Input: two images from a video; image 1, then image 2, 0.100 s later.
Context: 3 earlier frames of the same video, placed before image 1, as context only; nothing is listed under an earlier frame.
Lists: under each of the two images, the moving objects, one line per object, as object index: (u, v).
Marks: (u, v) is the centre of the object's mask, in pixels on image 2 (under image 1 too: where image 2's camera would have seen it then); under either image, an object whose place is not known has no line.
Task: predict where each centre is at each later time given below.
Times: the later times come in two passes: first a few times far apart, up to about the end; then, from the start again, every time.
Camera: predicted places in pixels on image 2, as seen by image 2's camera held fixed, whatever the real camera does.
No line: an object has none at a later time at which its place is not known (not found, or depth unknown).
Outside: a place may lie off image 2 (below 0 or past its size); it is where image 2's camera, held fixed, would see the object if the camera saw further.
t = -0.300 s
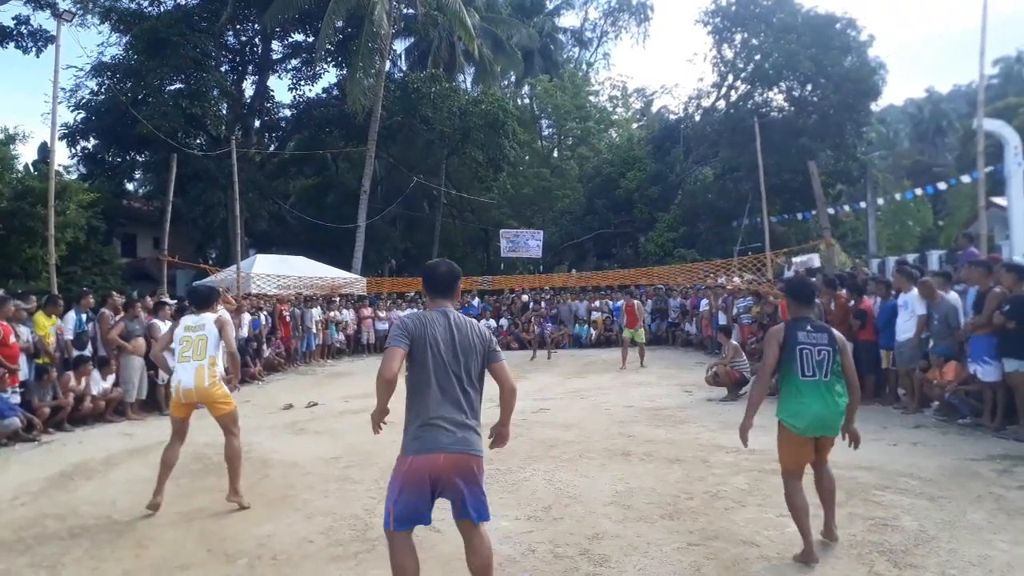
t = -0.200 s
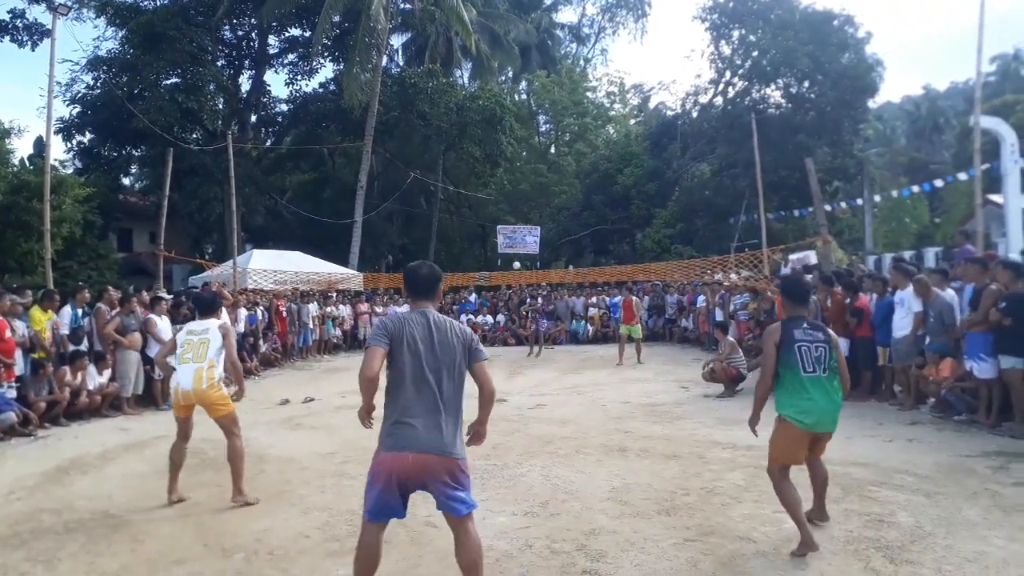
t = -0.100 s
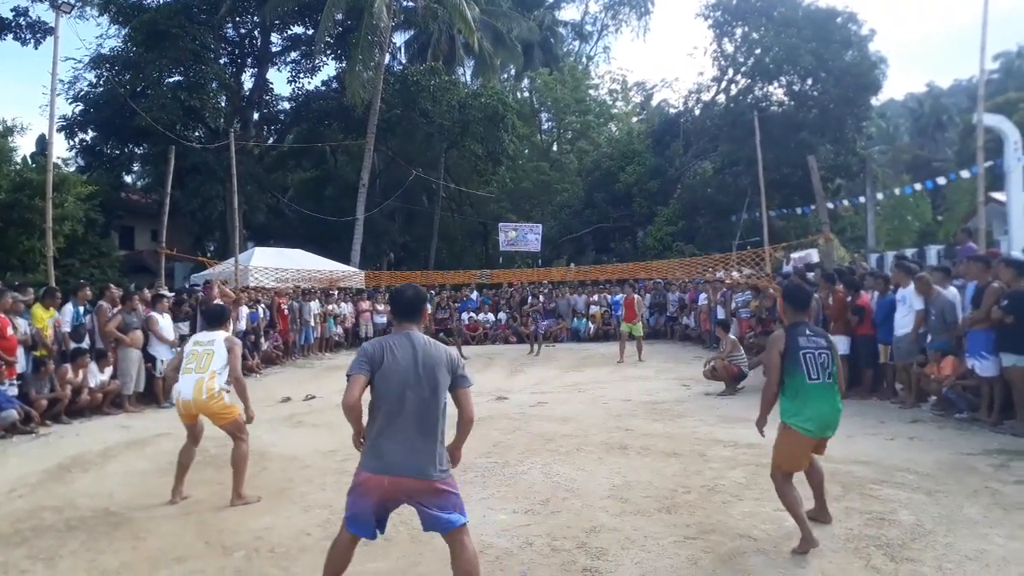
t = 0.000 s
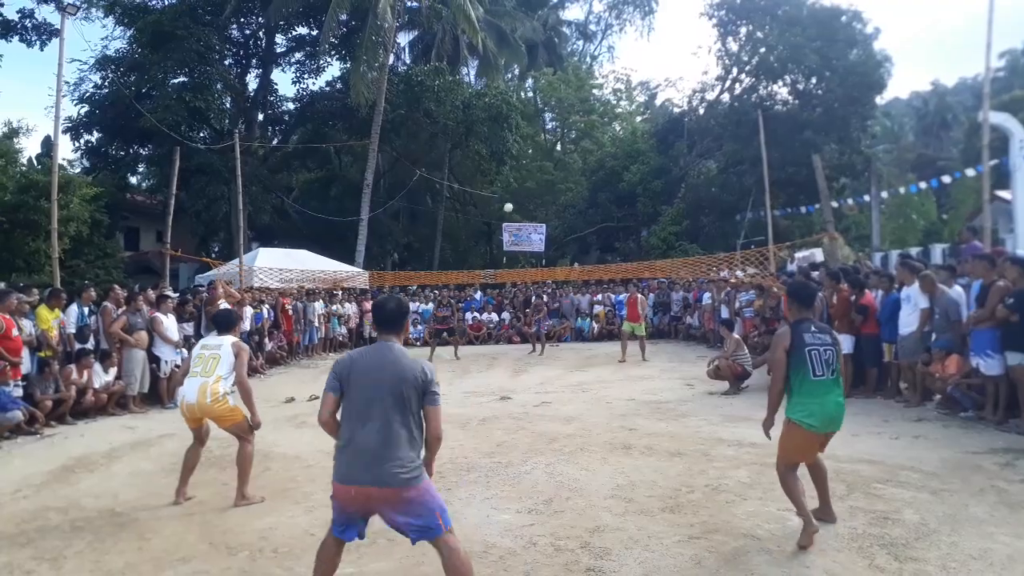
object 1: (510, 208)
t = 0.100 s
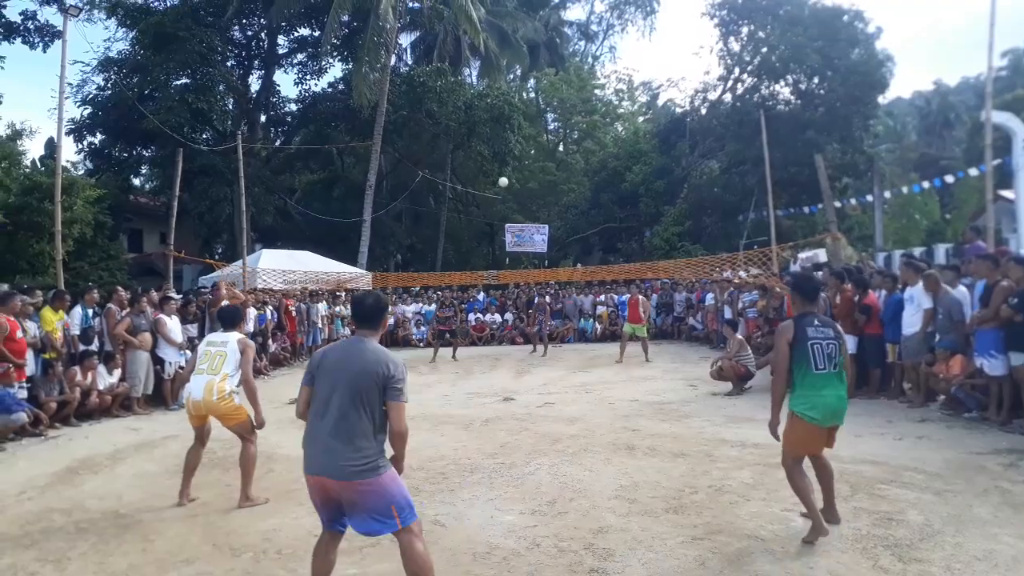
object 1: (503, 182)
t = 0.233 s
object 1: (490, 151)
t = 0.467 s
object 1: (461, 111)
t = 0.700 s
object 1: (417, 114)
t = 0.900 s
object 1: (358, 185)
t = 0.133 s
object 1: (500, 173)
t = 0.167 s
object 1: (497, 166)
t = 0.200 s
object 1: (494, 158)
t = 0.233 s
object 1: (490, 151)
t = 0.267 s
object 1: (486, 144)
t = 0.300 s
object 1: (483, 138)
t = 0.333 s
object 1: (479, 131)
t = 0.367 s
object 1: (475, 125)
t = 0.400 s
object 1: (471, 120)
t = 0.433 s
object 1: (466, 115)
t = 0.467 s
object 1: (461, 111)
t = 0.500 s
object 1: (456, 108)
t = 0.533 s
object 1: (450, 106)
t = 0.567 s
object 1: (445, 106)
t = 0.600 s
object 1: (438, 106)
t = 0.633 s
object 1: (432, 107)
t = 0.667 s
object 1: (425, 110)
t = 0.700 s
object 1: (417, 114)
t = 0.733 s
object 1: (410, 120)
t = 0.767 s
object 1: (401, 127)
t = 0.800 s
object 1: (392, 137)
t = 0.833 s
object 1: (381, 150)
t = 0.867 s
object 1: (370, 166)
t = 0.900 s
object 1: (358, 185)
